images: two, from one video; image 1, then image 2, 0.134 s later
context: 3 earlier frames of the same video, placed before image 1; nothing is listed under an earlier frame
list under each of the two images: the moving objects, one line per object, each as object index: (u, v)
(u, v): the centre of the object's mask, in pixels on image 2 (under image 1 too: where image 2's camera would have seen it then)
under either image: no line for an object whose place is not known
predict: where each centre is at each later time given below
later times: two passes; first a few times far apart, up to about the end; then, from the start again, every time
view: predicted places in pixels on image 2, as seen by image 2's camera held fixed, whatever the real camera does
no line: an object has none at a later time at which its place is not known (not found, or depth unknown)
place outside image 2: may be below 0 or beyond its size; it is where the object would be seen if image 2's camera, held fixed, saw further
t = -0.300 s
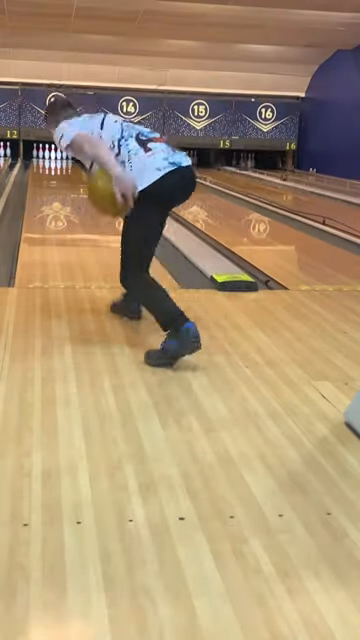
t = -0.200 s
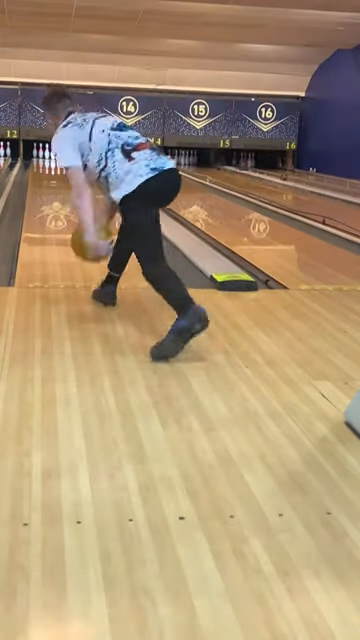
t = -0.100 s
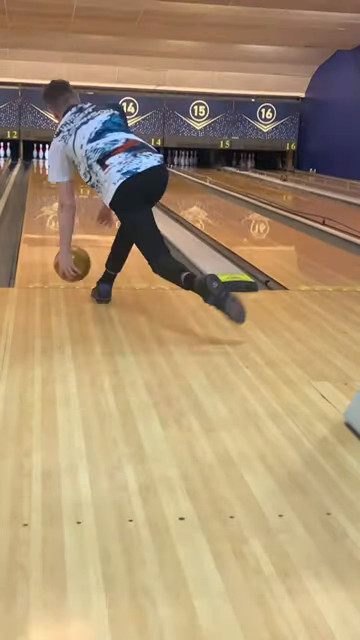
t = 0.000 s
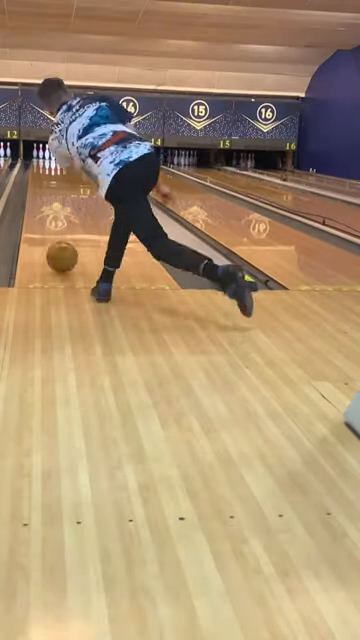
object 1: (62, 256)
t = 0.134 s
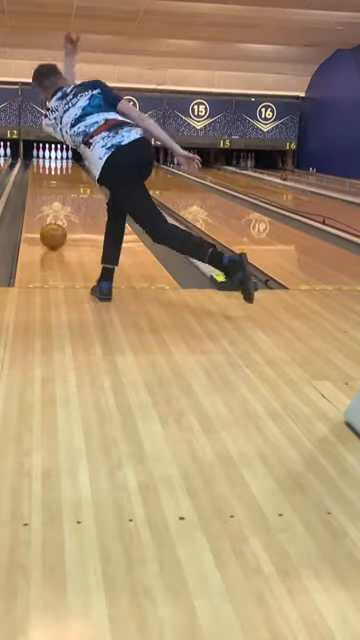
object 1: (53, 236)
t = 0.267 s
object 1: (47, 220)
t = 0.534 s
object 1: (40, 199)
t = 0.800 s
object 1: (36, 186)
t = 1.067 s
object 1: (35, 177)
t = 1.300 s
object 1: (36, 169)
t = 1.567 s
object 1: (39, 164)
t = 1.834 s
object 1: (42, 160)
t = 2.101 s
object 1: (47, 157)
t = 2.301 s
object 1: (47, 155)
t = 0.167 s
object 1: (51, 231)
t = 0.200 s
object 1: (49, 228)
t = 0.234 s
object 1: (48, 224)
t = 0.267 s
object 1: (47, 220)
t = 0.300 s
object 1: (45, 217)
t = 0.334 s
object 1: (45, 215)
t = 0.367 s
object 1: (43, 212)
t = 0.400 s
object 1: (42, 210)
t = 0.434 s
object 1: (41, 206)
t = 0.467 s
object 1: (41, 204)
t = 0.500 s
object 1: (40, 202)
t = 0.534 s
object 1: (40, 199)
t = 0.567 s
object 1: (39, 197)
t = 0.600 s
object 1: (38, 195)
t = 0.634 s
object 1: (38, 193)
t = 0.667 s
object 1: (37, 191)
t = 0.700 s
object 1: (37, 190)
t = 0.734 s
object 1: (37, 188)
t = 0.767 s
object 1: (37, 188)
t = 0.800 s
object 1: (36, 186)
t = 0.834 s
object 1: (36, 185)
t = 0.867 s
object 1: (36, 182)
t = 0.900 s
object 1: (36, 181)
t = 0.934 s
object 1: (35, 179)
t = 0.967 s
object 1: (35, 178)
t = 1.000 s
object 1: (35, 177)
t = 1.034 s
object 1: (35, 177)
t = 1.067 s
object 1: (35, 177)
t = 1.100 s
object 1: (36, 175)
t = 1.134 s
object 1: (36, 174)
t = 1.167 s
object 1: (36, 173)
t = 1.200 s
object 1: (36, 172)
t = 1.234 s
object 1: (36, 171)
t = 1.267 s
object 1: (36, 170)
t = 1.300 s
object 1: (36, 169)
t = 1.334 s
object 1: (37, 168)
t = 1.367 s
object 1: (37, 168)
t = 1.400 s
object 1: (37, 168)
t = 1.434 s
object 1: (37, 167)
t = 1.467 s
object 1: (37, 166)
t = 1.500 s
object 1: (37, 165)
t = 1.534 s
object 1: (38, 165)
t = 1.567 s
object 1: (39, 164)
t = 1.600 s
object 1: (39, 163)
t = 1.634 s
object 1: (40, 162)
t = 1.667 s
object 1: (40, 162)
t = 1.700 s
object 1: (41, 161)
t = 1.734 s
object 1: (41, 161)
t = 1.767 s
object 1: (41, 161)
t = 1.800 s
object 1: (41, 161)
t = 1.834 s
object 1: (42, 160)
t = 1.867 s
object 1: (43, 158)
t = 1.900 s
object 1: (43, 158)
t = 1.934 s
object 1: (43, 158)
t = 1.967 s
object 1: (45, 157)
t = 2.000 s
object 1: (46, 157)
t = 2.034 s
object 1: (46, 157)
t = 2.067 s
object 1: (47, 158)
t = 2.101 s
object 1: (47, 157)
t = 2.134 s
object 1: (48, 157)
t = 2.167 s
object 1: (47, 156)
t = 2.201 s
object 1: (47, 156)
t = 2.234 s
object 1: (47, 156)
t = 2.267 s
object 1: (47, 155)
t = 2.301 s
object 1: (47, 155)
